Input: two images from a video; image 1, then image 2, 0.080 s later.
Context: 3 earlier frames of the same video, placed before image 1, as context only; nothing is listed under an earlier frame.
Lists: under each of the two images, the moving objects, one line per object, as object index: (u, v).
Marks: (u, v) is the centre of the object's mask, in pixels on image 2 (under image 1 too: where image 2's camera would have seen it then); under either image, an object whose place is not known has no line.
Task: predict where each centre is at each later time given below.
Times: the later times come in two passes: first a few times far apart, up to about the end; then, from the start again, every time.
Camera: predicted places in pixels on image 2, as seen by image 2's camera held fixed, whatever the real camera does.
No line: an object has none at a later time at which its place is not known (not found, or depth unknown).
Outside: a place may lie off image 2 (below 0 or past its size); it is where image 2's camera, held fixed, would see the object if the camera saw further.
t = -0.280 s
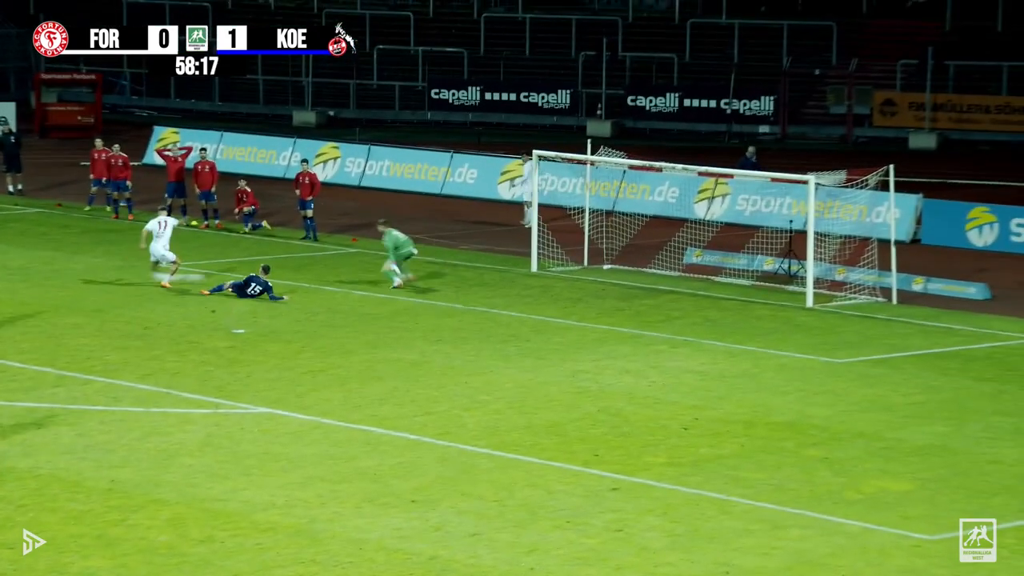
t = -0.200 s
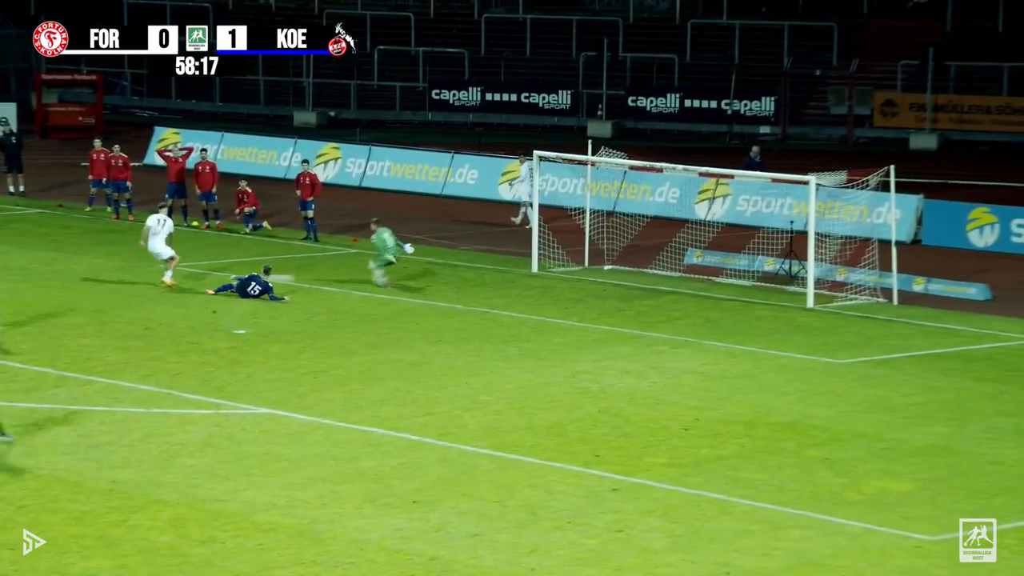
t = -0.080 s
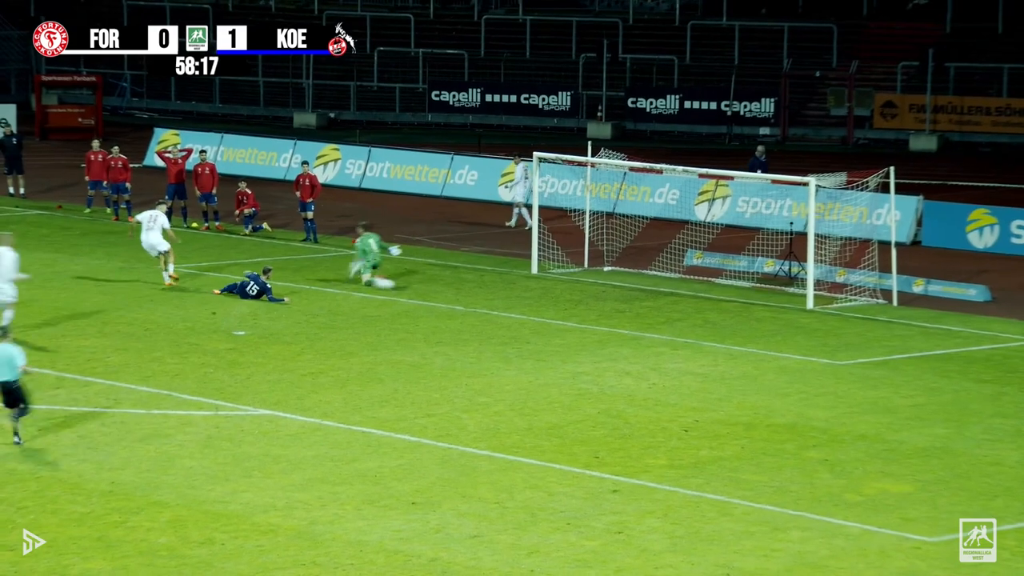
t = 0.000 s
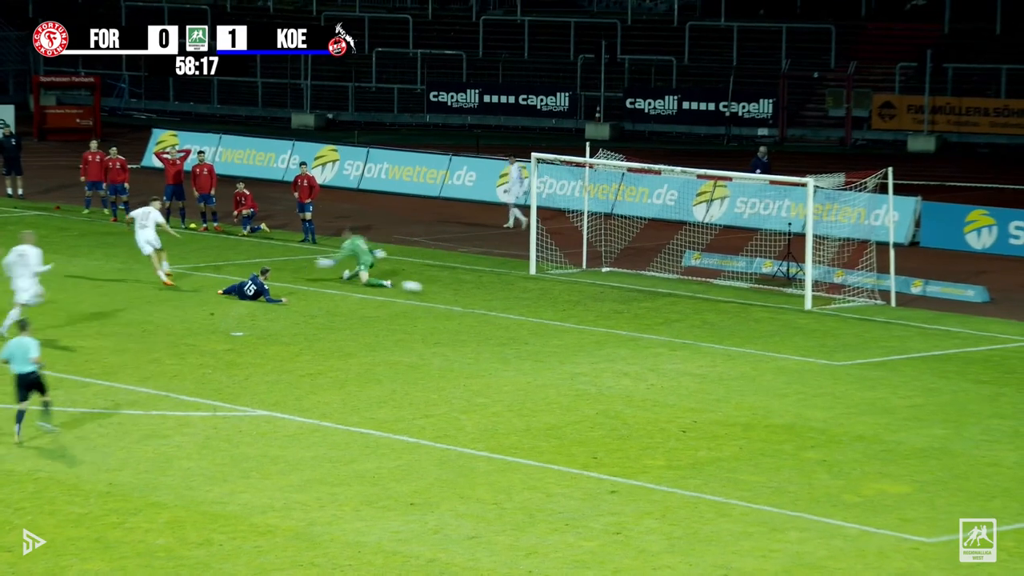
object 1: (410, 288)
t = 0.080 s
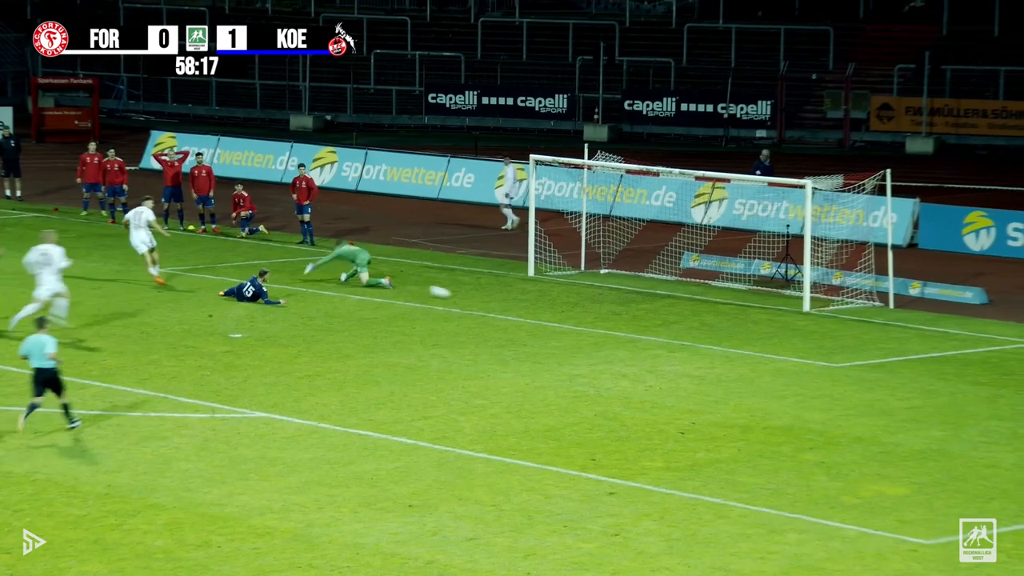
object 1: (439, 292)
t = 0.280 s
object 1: (508, 299)
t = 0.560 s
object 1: (590, 307)
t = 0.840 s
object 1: (654, 314)
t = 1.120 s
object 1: (702, 319)
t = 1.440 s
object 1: (756, 326)
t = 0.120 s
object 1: (454, 294)
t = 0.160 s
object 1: (468, 295)
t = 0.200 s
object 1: (481, 295)
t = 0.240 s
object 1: (494, 297)
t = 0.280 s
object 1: (508, 299)
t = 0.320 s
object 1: (521, 301)
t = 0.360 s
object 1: (533, 301)
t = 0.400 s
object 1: (546, 302)
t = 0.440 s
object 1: (558, 304)
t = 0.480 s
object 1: (568, 305)
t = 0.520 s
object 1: (579, 306)
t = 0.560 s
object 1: (590, 307)
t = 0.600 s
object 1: (601, 308)
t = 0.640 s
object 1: (611, 309)
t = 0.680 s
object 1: (620, 310)
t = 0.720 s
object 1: (630, 311)
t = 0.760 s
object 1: (638, 312)
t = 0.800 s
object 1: (646, 313)
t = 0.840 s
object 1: (654, 314)
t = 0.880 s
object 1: (662, 315)
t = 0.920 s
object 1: (669, 316)
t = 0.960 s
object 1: (676, 317)
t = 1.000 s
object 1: (683, 317)
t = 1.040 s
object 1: (689, 317)
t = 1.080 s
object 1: (696, 317)
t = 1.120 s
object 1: (702, 319)
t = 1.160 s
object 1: (709, 321)
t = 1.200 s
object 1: (716, 321)
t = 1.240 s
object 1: (722, 322)
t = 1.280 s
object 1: (729, 323)
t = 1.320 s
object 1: (736, 324)
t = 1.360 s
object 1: (743, 324)
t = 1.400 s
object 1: (749, 325)
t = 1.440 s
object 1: (756, 326)
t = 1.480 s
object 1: (763, 327)
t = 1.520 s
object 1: (769, 328)
